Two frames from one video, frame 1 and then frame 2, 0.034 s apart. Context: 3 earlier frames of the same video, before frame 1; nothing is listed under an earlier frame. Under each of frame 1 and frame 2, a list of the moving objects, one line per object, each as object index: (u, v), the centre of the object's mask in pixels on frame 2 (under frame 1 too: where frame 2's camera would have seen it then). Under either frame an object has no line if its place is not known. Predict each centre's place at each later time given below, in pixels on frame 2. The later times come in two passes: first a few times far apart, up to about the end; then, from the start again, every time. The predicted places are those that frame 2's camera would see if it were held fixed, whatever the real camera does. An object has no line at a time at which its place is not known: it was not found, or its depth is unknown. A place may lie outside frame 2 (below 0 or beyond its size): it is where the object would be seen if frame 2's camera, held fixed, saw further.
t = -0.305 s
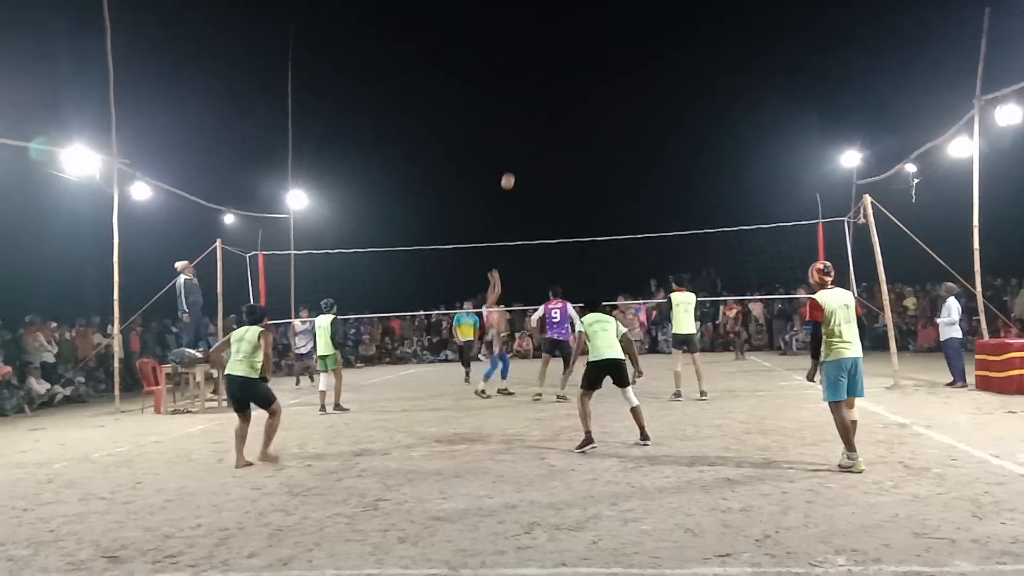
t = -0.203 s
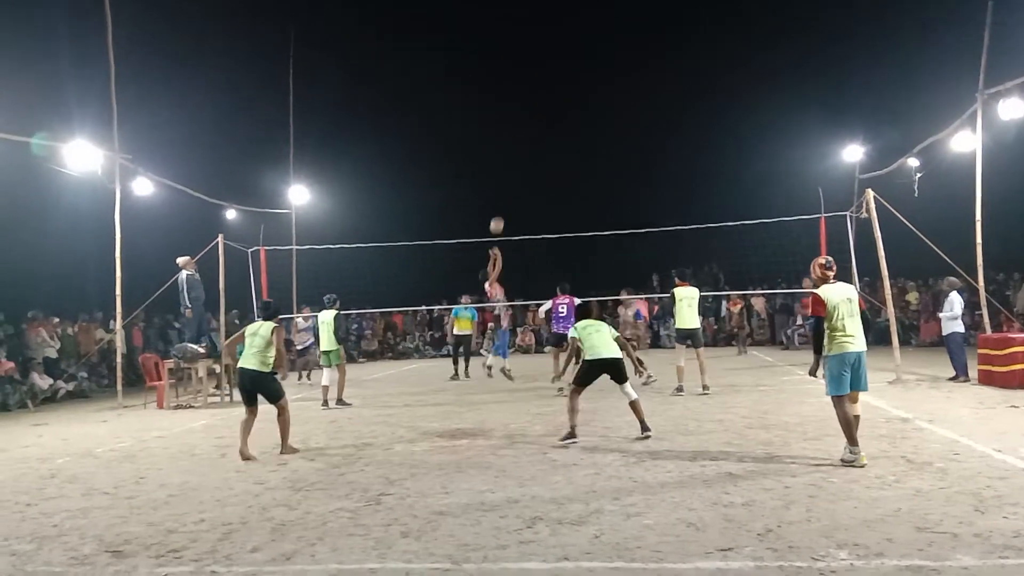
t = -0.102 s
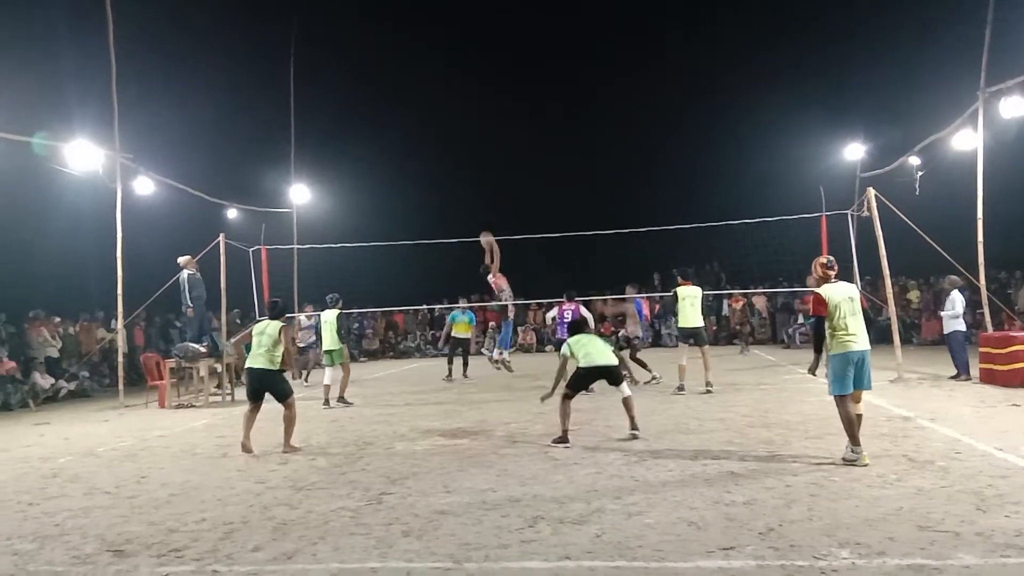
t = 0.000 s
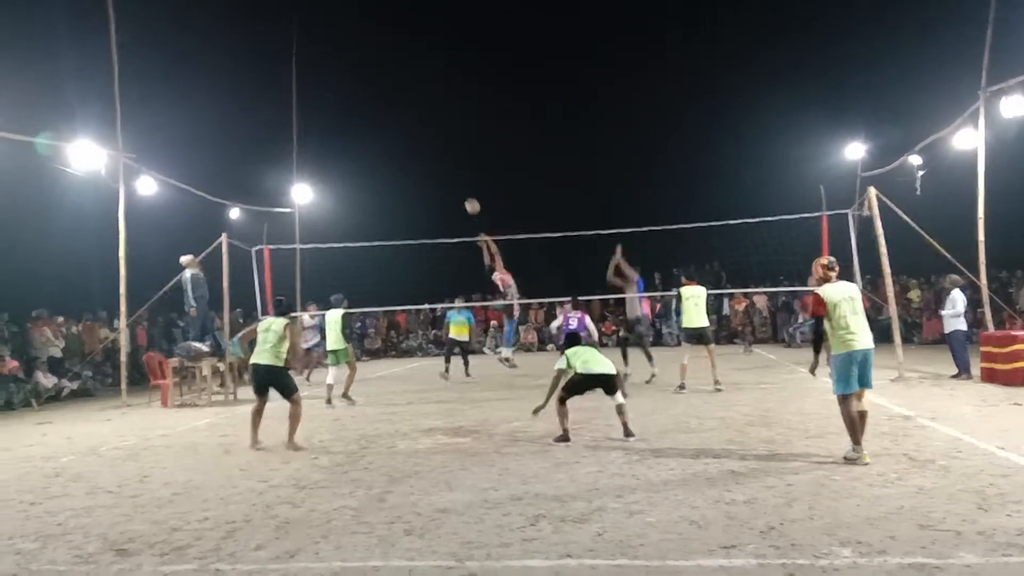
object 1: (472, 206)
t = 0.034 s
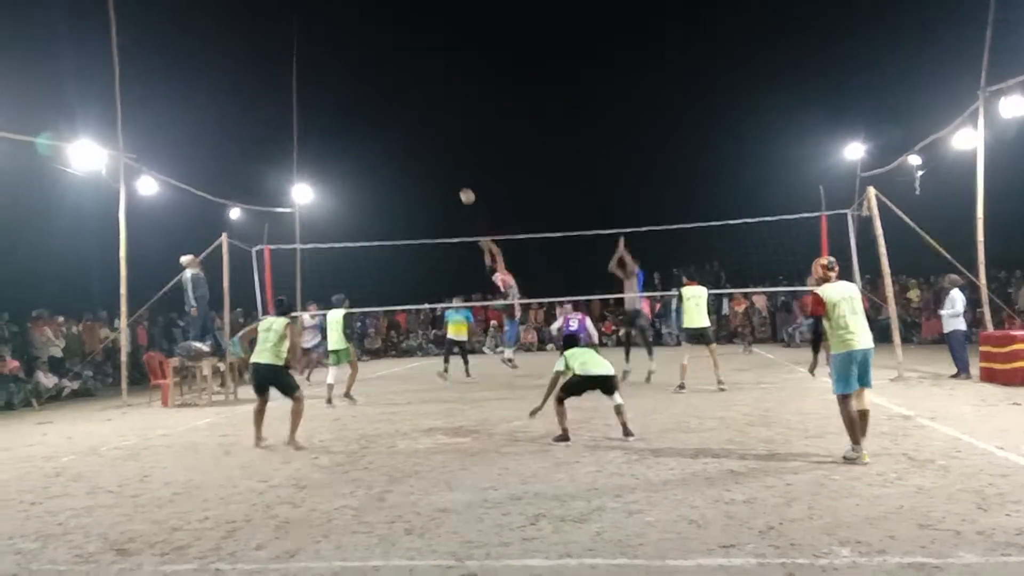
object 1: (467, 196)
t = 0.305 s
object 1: (430, 146)
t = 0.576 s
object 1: (397, 138)
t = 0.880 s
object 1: (365, 176)
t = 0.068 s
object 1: (462, 187)
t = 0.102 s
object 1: (457, 180)
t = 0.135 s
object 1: (452, 171)
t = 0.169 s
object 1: (448, 165)
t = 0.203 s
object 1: (443, 159)
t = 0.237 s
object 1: (438, 154)
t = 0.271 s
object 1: (434, 149)
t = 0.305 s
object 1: (430, 146)
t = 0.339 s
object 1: (425, 142)
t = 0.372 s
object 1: (421, 140)
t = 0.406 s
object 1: (417, 138)
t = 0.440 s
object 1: (413, 137)
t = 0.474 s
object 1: (409, 136)
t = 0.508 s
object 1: (405, 136)
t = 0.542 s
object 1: (401, 136)
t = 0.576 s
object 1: (397, 138)
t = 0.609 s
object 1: (393, 140)
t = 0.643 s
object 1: (390, 142)
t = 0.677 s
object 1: (386, 145)
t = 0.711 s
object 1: (382, 149)
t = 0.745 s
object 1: (379, 153)
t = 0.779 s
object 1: (375, 158)
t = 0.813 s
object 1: (372, 163)
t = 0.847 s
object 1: (368, 169)
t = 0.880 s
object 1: (365, 176)
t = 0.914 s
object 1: (362, 183)
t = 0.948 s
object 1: (359, 190)
